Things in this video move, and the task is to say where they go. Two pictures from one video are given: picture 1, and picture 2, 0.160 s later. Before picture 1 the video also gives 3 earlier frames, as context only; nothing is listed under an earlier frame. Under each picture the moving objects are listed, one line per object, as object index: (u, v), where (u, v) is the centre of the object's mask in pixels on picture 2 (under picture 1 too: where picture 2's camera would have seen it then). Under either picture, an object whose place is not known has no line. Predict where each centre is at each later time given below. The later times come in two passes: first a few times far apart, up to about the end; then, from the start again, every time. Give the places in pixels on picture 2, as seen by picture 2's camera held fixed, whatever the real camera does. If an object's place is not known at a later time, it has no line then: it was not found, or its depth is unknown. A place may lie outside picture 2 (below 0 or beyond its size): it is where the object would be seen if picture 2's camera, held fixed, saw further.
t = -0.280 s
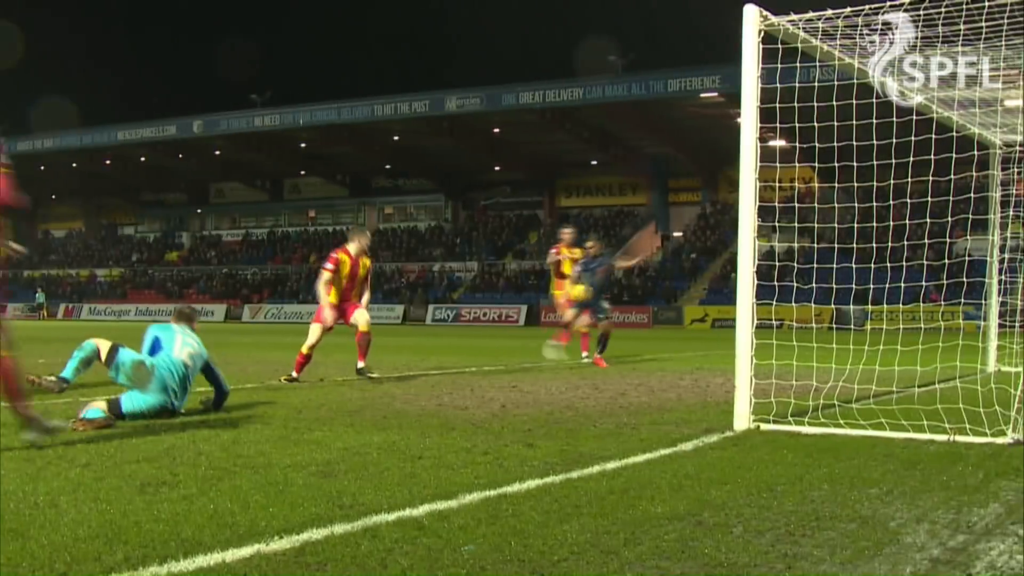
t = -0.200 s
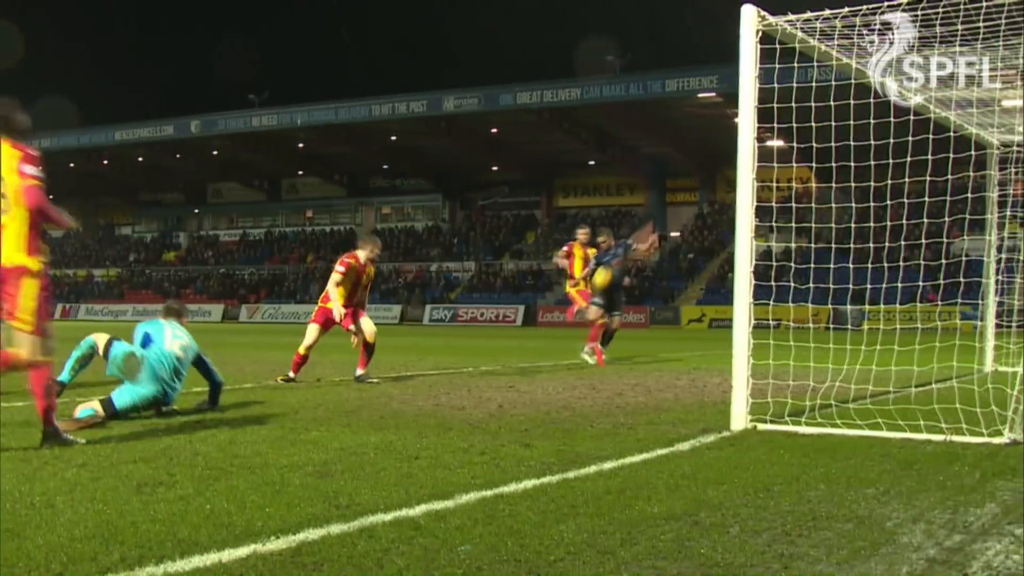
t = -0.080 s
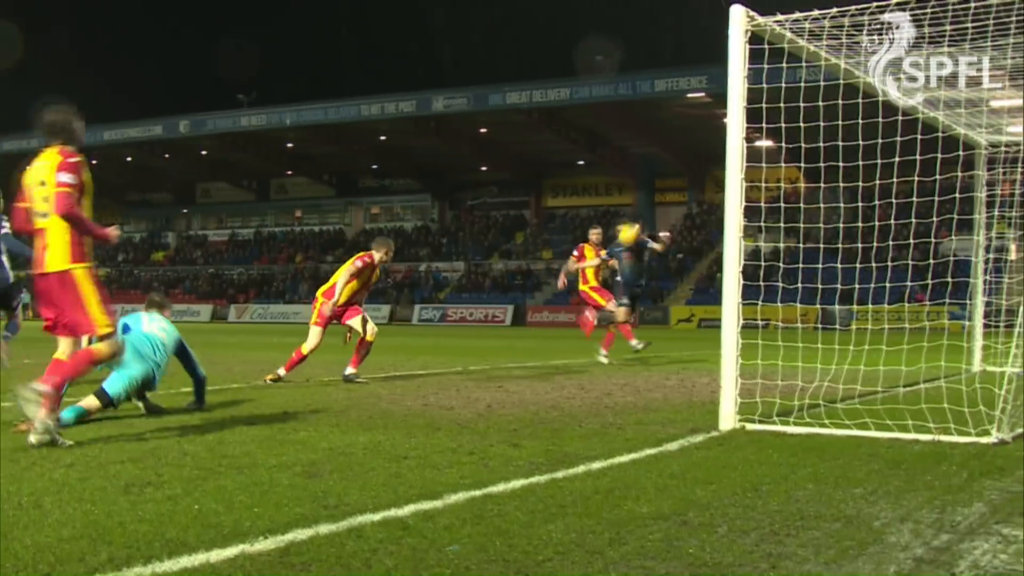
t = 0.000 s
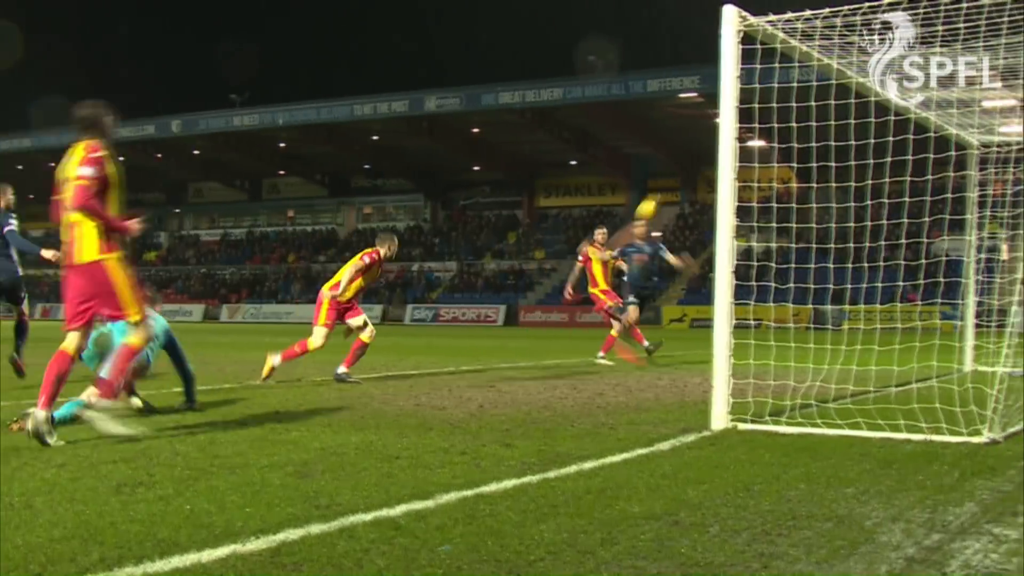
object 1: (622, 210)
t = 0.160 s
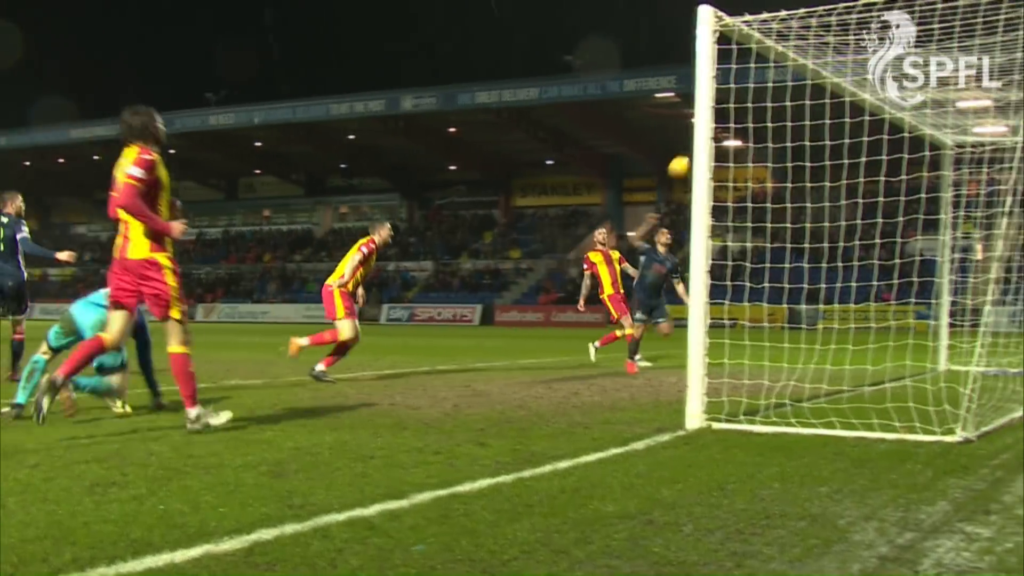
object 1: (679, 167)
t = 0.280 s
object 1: (724, 143)
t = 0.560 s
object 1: (842, 118)
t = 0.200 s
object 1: (689, 159)
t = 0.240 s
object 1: (715, 147)
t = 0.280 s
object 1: (724, 143)
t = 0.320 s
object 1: (741, 135)
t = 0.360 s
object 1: (756, 131)
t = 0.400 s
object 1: (771, 126)
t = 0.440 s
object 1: (789, 123)
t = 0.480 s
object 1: (807, 120)
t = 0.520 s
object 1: (823, 119)
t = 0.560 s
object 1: (842, 118)
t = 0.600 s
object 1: (864, 117)
